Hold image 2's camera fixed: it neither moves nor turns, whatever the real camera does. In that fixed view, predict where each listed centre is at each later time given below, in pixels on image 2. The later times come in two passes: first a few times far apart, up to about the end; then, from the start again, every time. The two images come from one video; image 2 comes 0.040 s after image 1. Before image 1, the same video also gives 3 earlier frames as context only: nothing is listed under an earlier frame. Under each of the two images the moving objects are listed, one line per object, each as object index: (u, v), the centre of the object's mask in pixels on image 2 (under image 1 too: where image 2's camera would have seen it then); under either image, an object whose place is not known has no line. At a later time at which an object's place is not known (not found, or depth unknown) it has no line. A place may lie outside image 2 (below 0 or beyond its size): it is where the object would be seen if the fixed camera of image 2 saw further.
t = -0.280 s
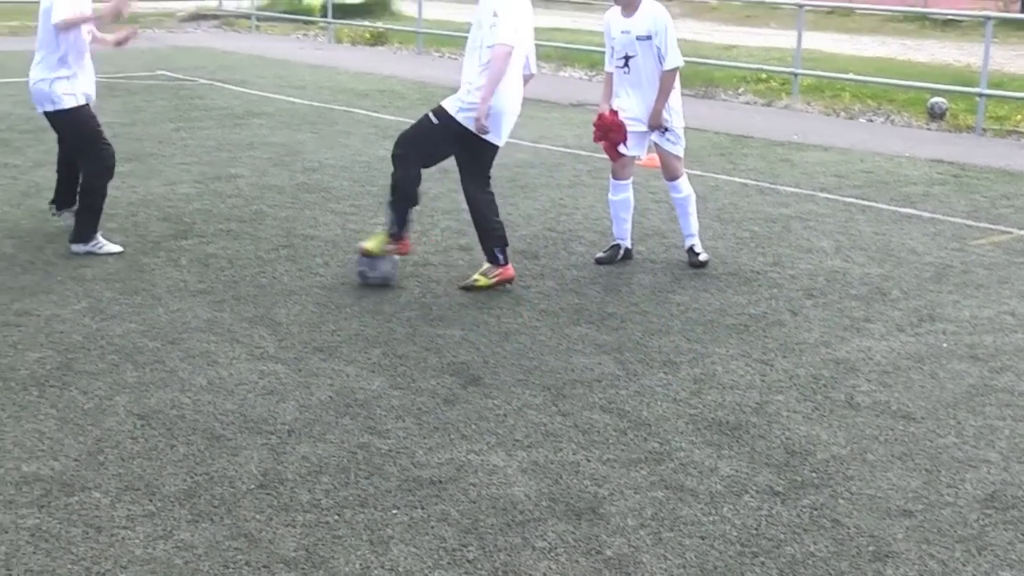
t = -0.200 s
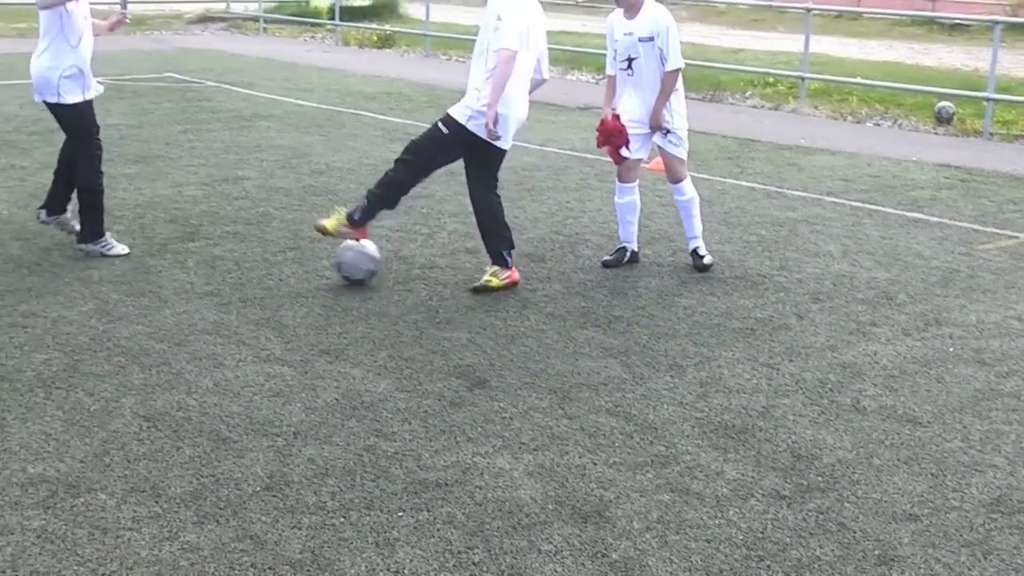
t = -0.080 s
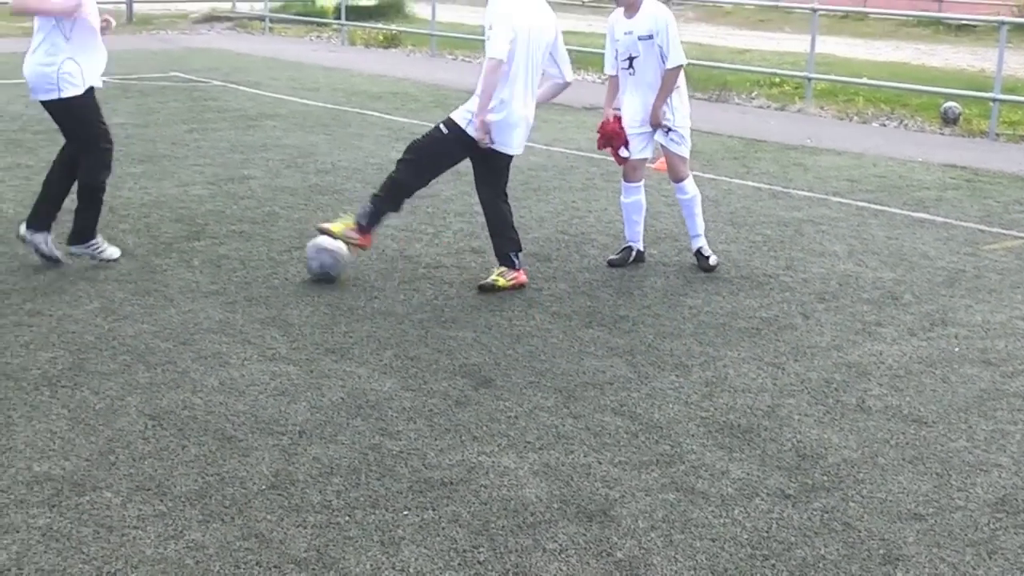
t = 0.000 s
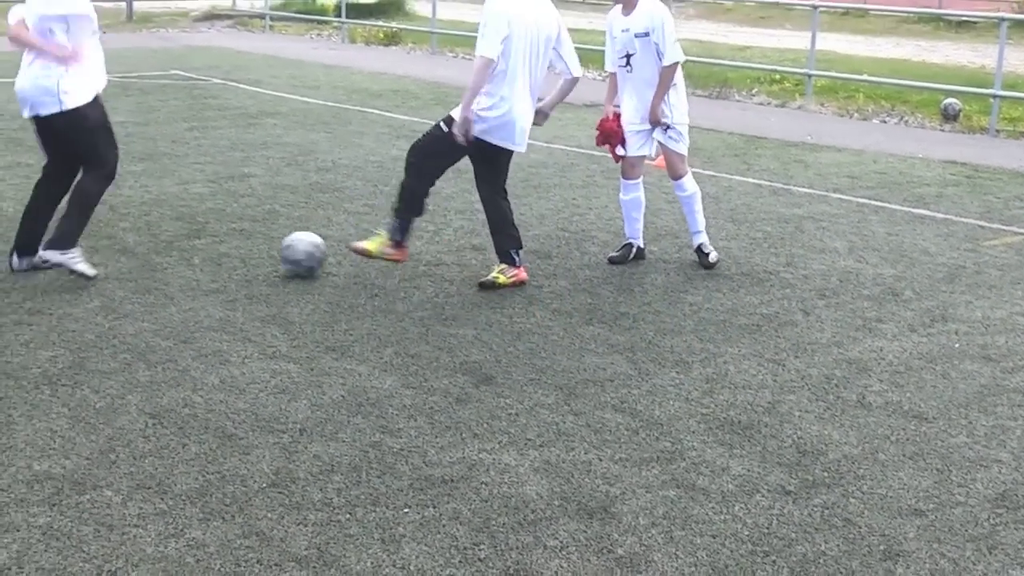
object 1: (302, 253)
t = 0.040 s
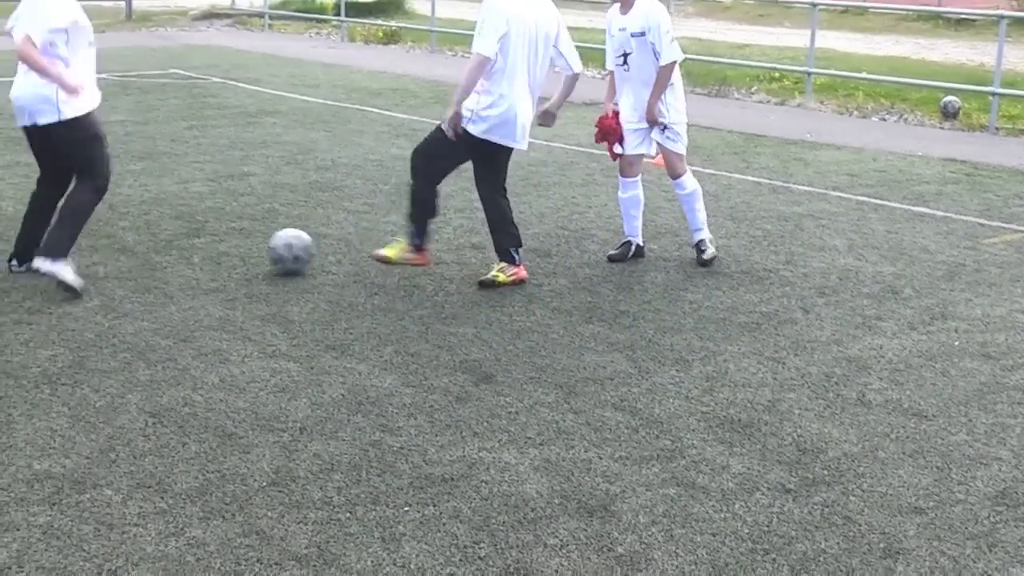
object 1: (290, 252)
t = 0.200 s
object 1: (246, 247)
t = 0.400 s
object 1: (198, 242)
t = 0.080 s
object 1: (279, 250)
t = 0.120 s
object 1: (268, 249)
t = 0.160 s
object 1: (258, 248)
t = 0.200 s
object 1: (246, 247)
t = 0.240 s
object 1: (236, 246)
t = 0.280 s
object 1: (227, 245)
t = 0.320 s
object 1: (217, 244)
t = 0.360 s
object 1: (207, 242)
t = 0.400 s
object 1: (198, 242)
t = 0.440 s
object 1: (189, 241)
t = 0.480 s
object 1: (180, 240)
